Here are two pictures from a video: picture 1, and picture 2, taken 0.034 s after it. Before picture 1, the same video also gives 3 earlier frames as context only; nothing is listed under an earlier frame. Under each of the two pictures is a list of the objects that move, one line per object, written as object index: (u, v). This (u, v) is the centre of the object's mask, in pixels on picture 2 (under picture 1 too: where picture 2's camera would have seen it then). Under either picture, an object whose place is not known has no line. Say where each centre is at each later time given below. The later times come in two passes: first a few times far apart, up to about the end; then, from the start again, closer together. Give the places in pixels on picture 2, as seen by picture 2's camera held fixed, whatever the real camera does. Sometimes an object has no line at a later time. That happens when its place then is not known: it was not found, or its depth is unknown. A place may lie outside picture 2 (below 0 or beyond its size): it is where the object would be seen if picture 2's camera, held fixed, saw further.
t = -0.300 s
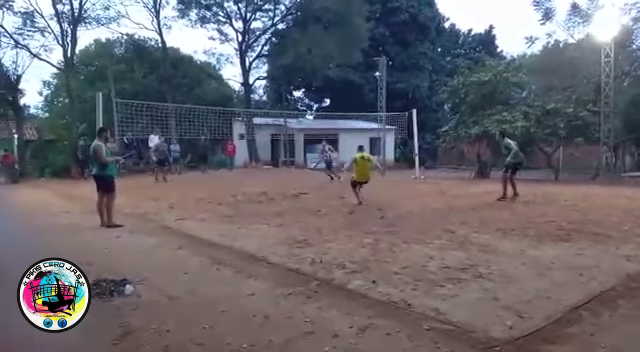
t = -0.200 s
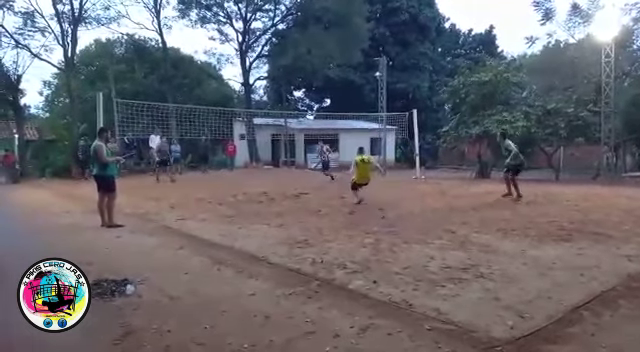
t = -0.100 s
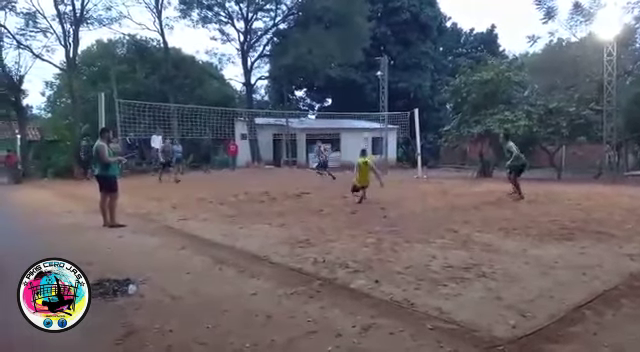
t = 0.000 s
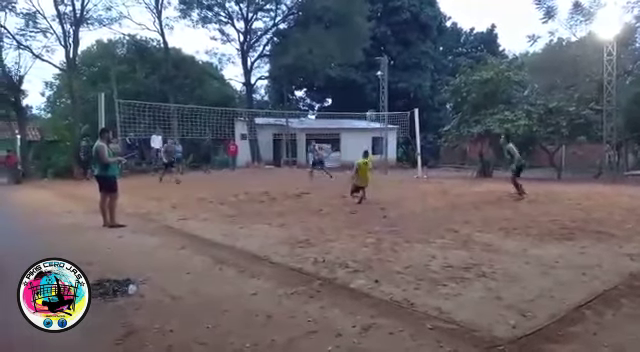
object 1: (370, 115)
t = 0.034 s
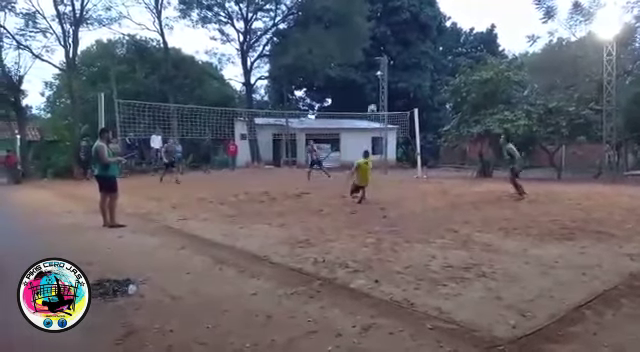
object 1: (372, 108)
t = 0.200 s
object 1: (379, 85)
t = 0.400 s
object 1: (388, 71)
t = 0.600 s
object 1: (396, 71)
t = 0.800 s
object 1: (405, 88)
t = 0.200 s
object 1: (379, 85)
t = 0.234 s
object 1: (381, 80)
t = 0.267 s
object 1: (383, 77)
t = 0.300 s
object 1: (384, 74)
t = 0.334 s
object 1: (385, 73)
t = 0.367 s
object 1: (386, 72)
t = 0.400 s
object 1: (388, 71)
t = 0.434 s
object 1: (389, 69)
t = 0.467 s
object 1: (391, 69)
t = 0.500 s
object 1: (392, 68)
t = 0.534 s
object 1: (394, 69)
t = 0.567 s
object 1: (395, 69)
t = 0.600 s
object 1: (396, 71)
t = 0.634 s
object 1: (398, 73)
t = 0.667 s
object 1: (399, 75)
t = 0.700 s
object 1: (400, 77)
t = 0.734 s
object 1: (401, 80)
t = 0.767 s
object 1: (403, 84)
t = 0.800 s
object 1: (405, 88)
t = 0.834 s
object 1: (406, 93)
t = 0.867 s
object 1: (407, 98)
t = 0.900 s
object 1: (409, 103)
